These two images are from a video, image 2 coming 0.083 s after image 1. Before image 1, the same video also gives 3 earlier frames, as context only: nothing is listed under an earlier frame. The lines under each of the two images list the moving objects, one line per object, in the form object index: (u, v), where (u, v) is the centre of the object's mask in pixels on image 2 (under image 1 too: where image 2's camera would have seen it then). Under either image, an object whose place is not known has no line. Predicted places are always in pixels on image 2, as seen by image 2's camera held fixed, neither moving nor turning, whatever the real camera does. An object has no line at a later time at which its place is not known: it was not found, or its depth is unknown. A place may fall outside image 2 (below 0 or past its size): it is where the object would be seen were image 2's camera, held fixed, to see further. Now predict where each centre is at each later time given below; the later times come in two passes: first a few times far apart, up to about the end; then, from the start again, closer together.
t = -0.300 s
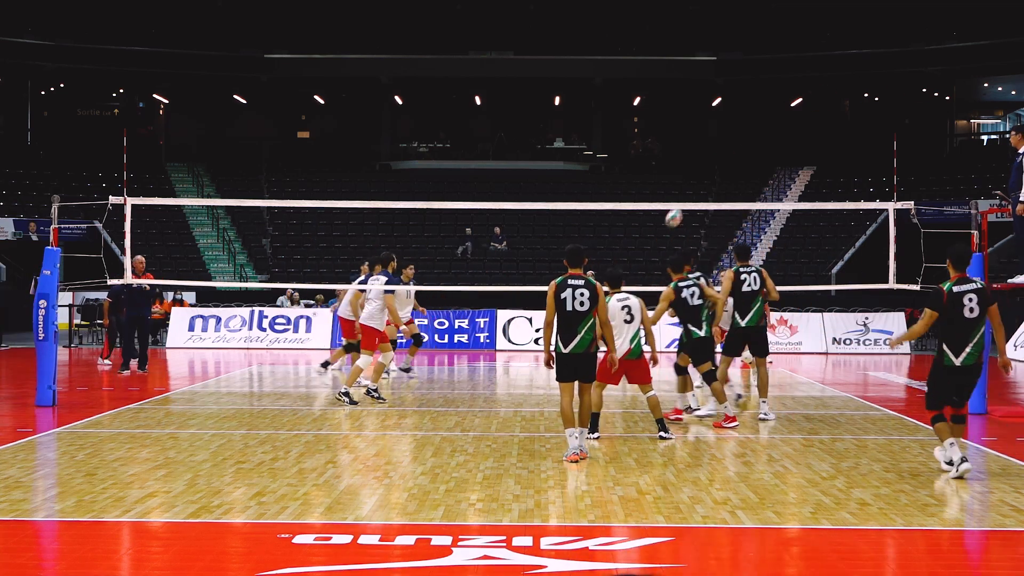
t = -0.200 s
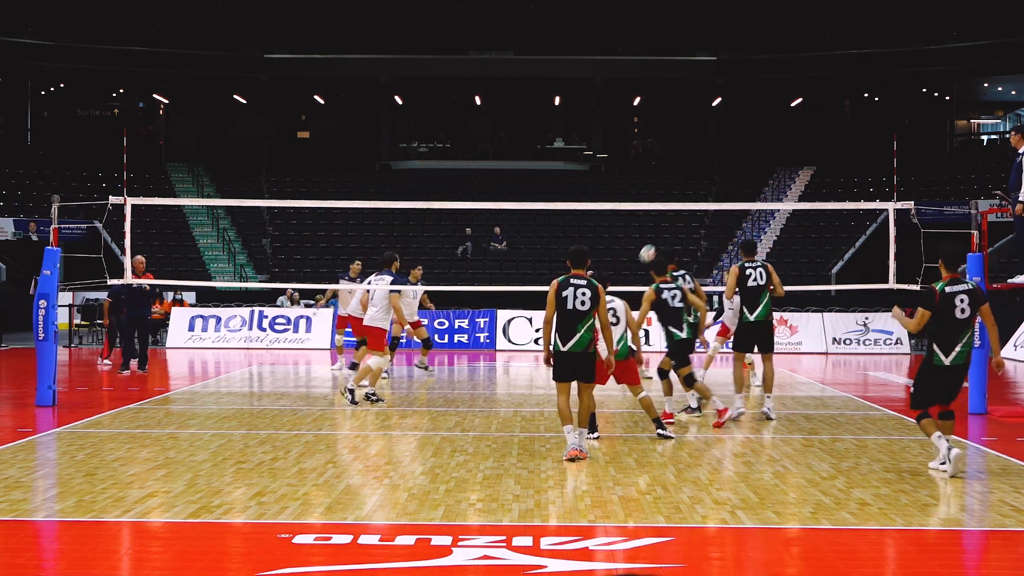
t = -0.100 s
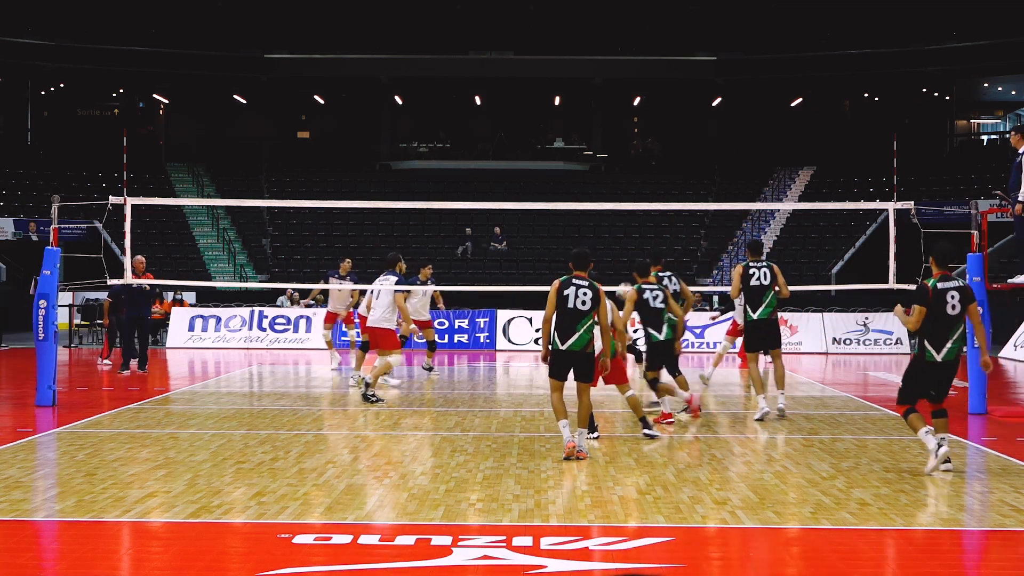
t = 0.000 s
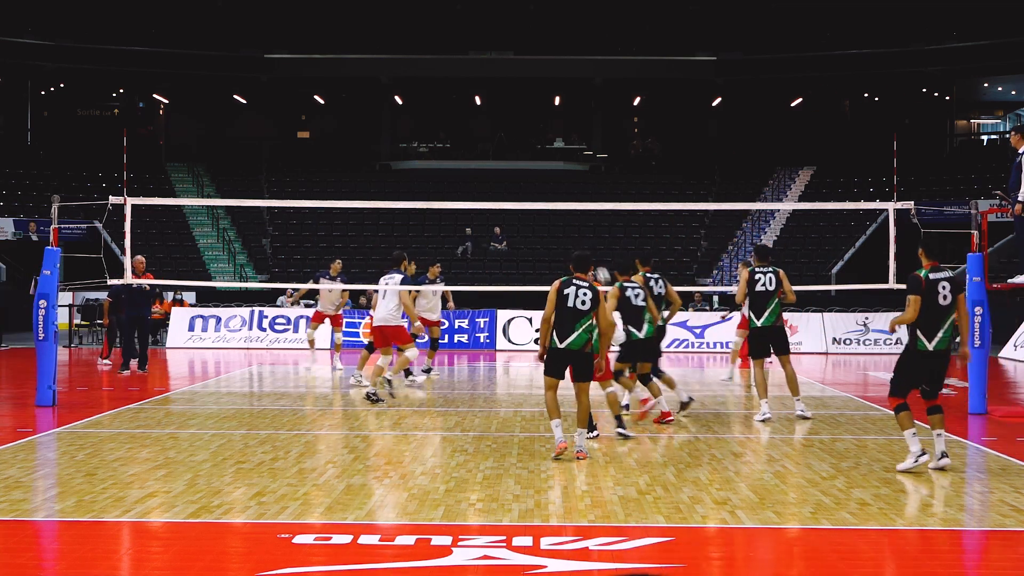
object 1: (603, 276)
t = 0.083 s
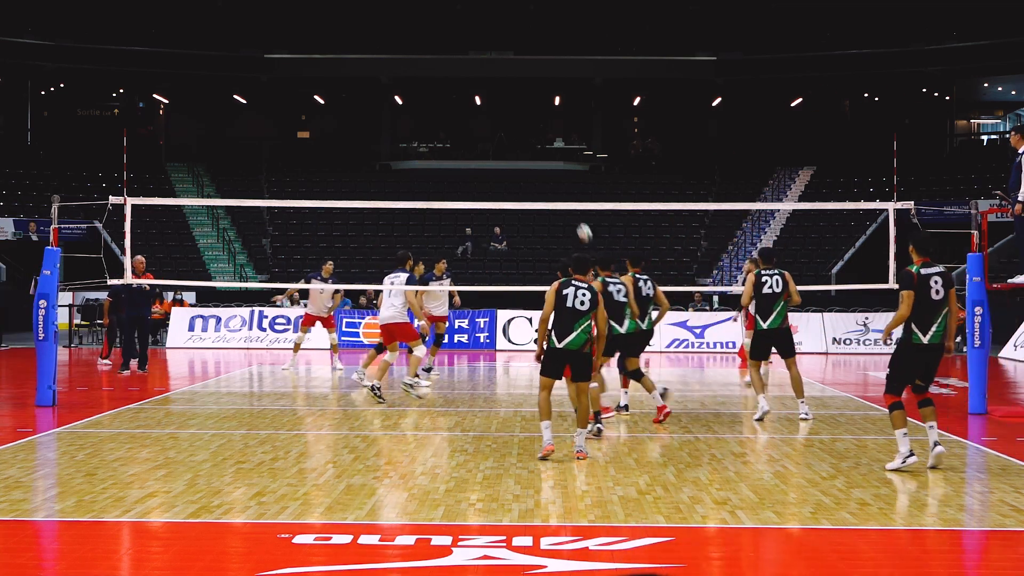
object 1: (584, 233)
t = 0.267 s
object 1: (543, 153)
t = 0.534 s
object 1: (485, 76)
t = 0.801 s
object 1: (427, 44)
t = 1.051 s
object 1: (373, 57)
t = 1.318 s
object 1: (316, 117)
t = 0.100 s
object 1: (581, 225)
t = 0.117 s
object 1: (577, 217)
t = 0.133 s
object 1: (573, 210)
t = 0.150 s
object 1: (569, 198)
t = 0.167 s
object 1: (565, 193)
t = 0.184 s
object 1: (562, 187)
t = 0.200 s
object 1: (558, 180)
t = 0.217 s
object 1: (554, 173)
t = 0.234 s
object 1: (551, 166)
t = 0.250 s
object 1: (547, 160)
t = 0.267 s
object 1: (543, 153)
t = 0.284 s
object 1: (540, 147)
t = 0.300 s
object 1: (536, 141)
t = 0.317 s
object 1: (533, 135)
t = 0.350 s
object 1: (525, 124)
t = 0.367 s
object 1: (521, 119)
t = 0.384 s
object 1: (517, 114)
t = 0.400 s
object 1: (514, 109)
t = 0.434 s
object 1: (507, 99)
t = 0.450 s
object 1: (503, 95)
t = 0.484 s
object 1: (496, 87)
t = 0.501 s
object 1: (492, 83)
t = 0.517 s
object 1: (489, 79)
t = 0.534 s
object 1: (485, 76)
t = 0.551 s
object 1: (481, 72)
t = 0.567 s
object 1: (478, 69)
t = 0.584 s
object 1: (474, 66)
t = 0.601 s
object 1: (471, 63)
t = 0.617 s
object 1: (467, 61)
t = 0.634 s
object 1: (464, 58)
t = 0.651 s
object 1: (460, 56)
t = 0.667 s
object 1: (456, 54)
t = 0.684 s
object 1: (453, 52)
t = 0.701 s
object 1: (449, 50)
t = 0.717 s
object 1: (445, 48)
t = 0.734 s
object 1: (442, 47)
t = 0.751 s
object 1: (438, 46)
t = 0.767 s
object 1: (435, 45)
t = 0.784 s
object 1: (431, 44)
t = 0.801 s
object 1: (427, 44)
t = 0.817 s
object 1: (424, 43)
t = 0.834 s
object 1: (420, 43)
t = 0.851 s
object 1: (416, 43)
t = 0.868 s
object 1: (413, 43)
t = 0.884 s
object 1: (410, 43)
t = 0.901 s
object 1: (406, 44)
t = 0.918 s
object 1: (402, 44)
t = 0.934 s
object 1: (399, 45)
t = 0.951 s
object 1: (395, 46)
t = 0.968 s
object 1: (391, 47)
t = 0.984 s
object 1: (388, 49)
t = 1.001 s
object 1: (384, 50)
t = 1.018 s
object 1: (380, 52)
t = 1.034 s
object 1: (377, 54)
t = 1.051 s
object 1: (373, 57)
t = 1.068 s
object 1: (369, 59)
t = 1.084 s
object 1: (366, 61)
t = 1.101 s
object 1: (362, 64)
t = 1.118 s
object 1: (359, 68)
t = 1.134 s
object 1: (355, 70)
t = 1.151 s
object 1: (352, 74)
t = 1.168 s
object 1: (348, 77)
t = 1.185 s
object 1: (345, 81)
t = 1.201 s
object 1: (341, 85)
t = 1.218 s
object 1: (338, 89)
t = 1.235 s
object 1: (334, 93)
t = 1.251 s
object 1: (331, 97)
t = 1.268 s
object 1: (327, 102)
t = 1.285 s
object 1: (324, 107)
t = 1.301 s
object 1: (320, 112)
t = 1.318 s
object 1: (316, 117)
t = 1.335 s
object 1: (313, 122)
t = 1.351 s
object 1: (310, 127)
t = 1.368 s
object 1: (306, 134)
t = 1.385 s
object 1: (302, 139)
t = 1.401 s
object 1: (299, 146)
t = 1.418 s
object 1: (296, 152)
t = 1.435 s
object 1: (292, 158)
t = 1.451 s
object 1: (289, 165)
